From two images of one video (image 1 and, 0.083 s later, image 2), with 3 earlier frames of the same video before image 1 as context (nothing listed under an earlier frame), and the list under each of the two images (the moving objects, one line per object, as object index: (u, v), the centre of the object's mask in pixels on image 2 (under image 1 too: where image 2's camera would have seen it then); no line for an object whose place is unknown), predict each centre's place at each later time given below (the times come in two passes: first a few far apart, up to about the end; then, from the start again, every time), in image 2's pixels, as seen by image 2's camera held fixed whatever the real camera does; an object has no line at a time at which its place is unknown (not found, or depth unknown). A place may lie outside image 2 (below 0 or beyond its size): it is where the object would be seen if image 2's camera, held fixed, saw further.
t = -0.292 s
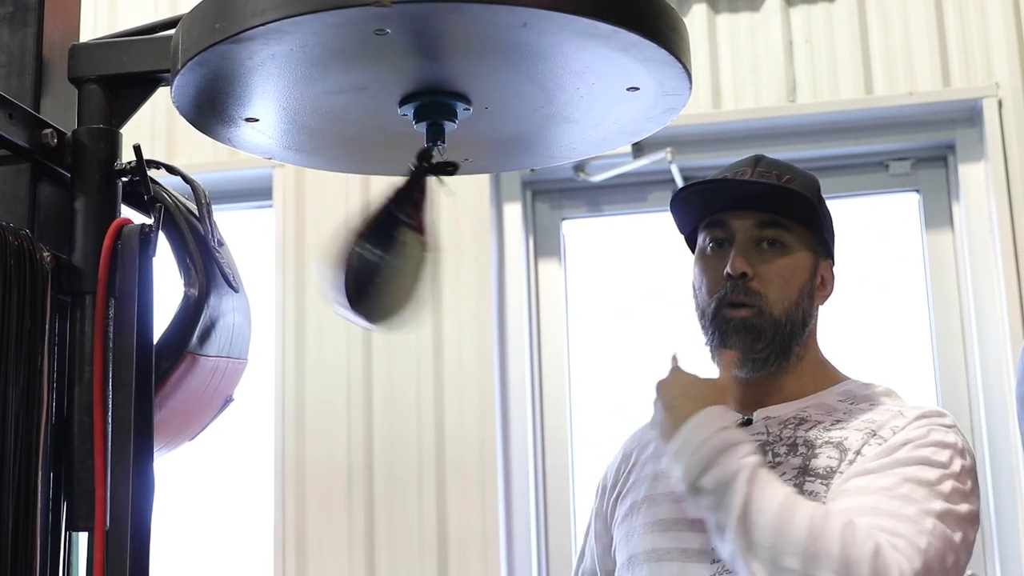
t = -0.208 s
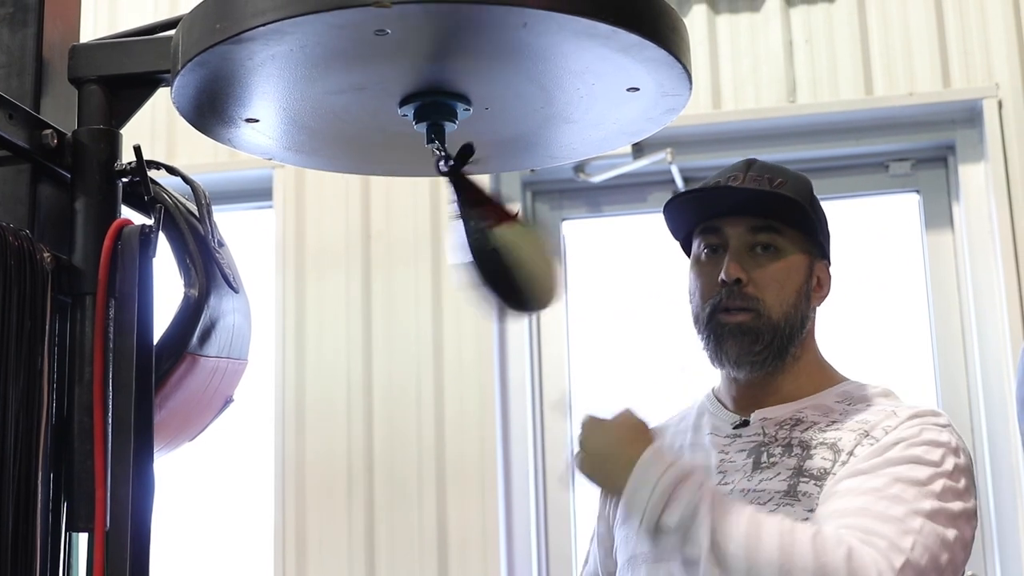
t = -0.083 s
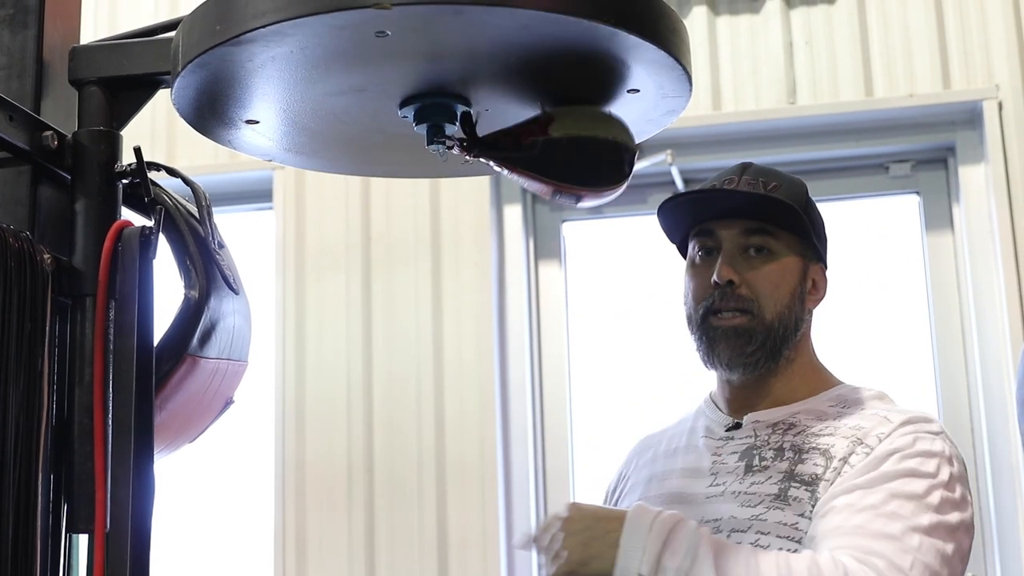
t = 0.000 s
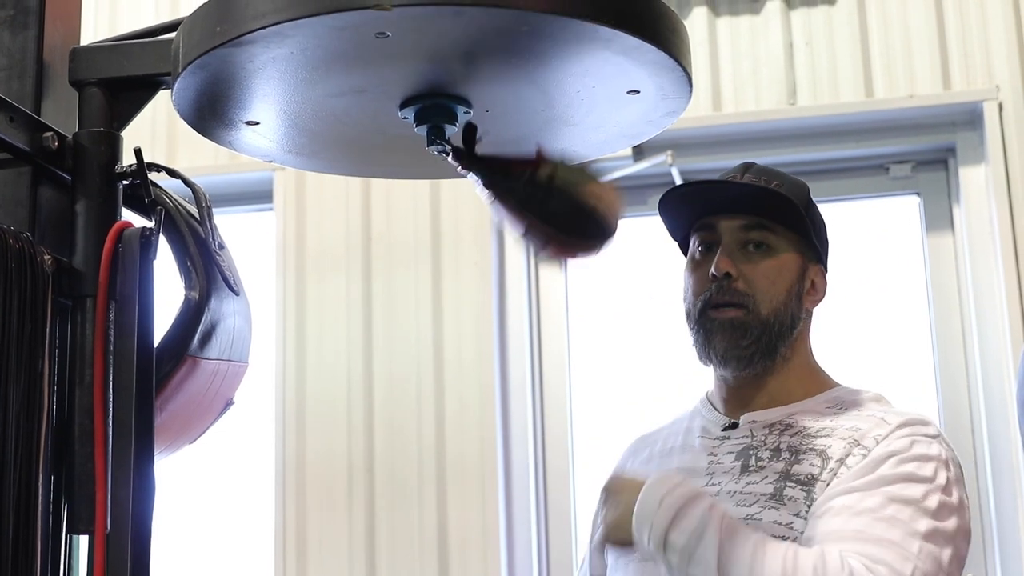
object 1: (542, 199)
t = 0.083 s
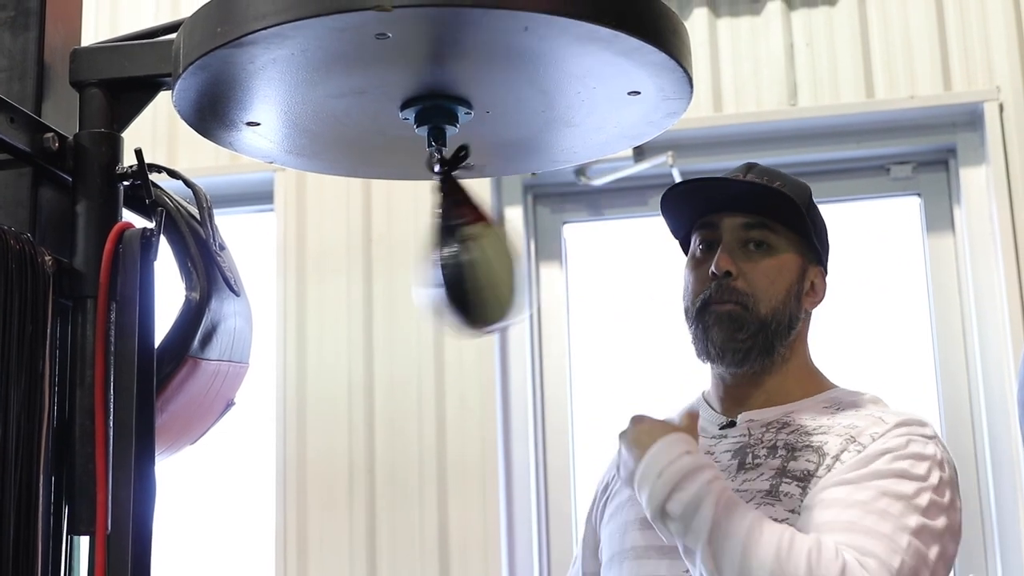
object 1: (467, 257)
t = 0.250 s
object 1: (327, 192)
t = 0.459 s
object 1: (337, 206)
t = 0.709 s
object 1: (519, 200)
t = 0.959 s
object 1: (497, 211)
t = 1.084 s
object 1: (414, 256)
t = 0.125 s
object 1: (416, 259)
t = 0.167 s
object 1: (367, 243)
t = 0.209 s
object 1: (341, 217)
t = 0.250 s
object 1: (327, 192)
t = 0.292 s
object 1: (320, 175)
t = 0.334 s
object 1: (319, 168)
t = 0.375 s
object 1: (321, 171)
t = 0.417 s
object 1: (326, 184)
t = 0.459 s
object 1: (337, 206)
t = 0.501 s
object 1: (357, 230)
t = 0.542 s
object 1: (388, 252)
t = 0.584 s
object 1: (426, 264)
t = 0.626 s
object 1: (467, 254)
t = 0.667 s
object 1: (498, 225)
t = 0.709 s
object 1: (519, 200)
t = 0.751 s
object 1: (528, 180)
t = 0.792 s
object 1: (532, 165)
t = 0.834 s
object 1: (531, 161)
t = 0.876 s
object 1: (526, 168)
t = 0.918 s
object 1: (516, 187)
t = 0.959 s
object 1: (497, 211)
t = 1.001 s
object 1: (465, 237)
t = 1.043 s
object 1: (439, 252)
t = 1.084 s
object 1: (414, 256)
